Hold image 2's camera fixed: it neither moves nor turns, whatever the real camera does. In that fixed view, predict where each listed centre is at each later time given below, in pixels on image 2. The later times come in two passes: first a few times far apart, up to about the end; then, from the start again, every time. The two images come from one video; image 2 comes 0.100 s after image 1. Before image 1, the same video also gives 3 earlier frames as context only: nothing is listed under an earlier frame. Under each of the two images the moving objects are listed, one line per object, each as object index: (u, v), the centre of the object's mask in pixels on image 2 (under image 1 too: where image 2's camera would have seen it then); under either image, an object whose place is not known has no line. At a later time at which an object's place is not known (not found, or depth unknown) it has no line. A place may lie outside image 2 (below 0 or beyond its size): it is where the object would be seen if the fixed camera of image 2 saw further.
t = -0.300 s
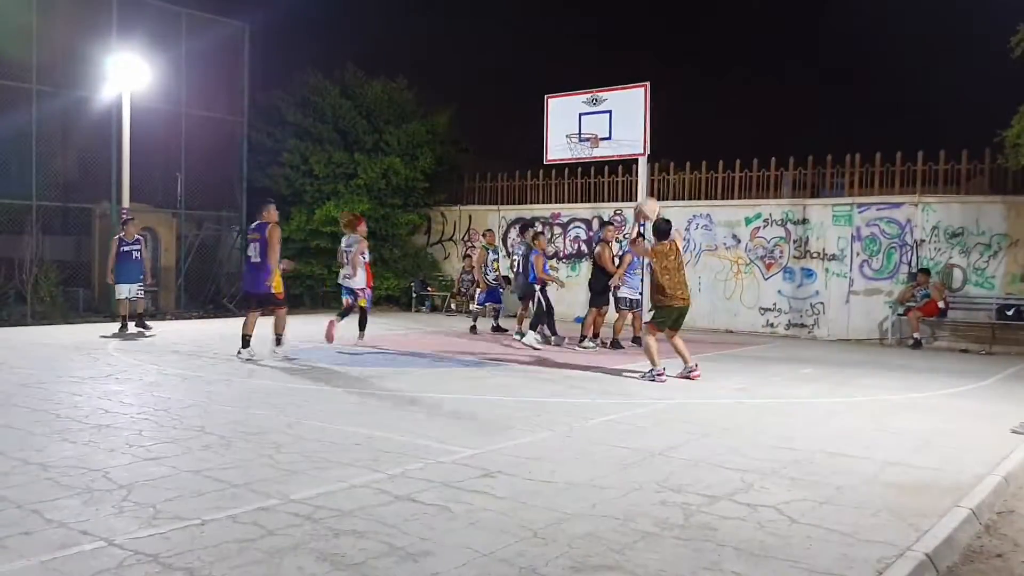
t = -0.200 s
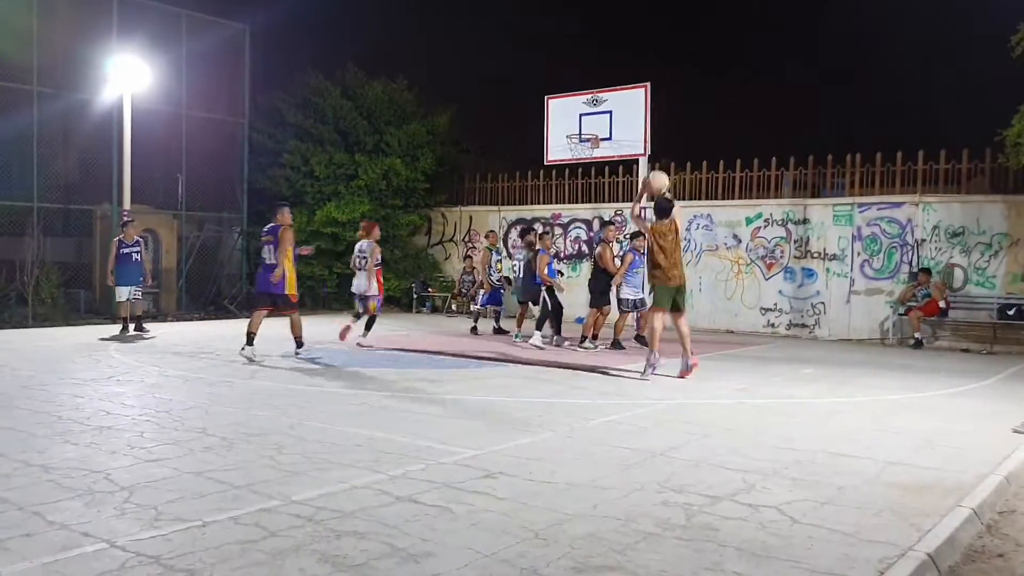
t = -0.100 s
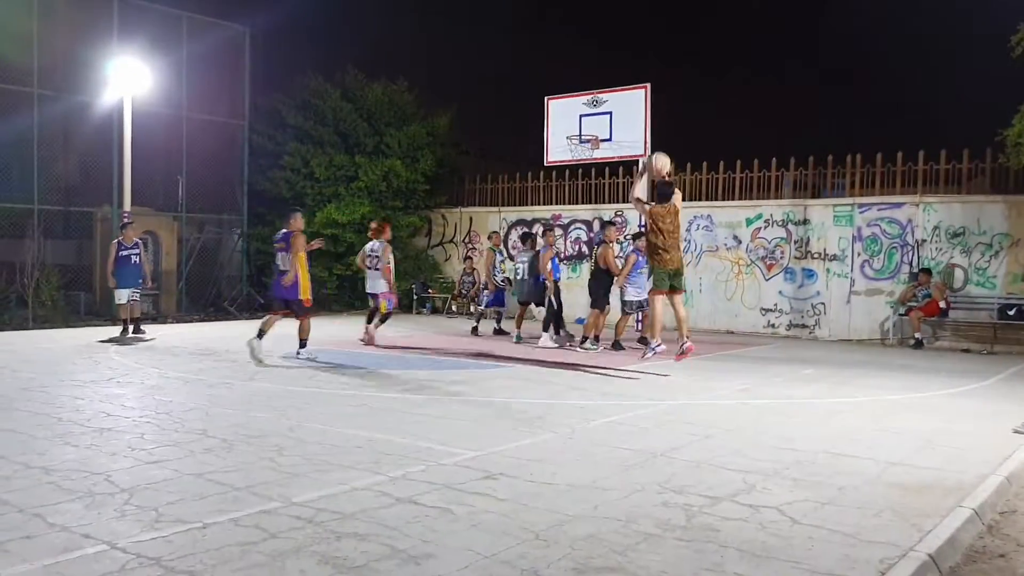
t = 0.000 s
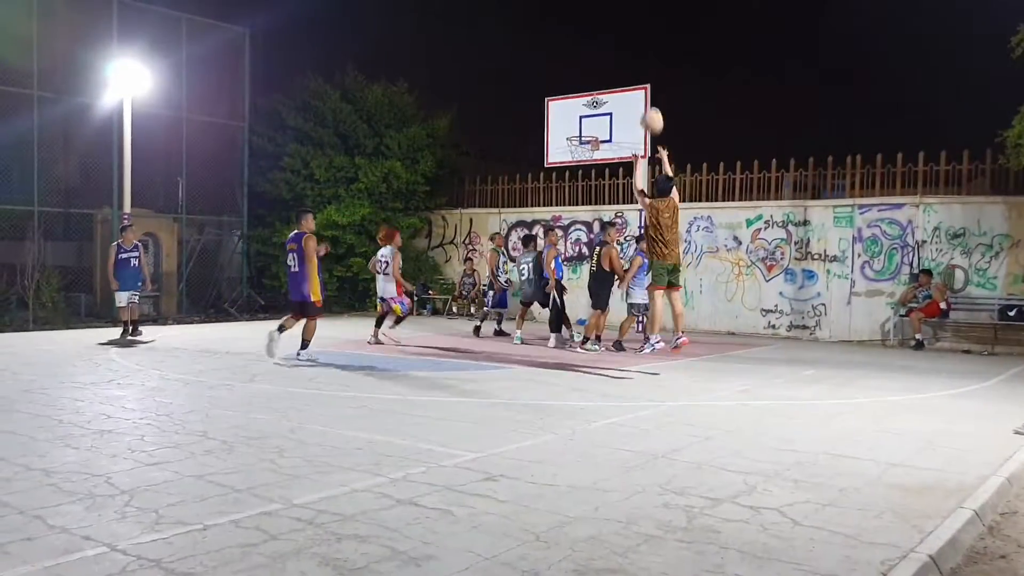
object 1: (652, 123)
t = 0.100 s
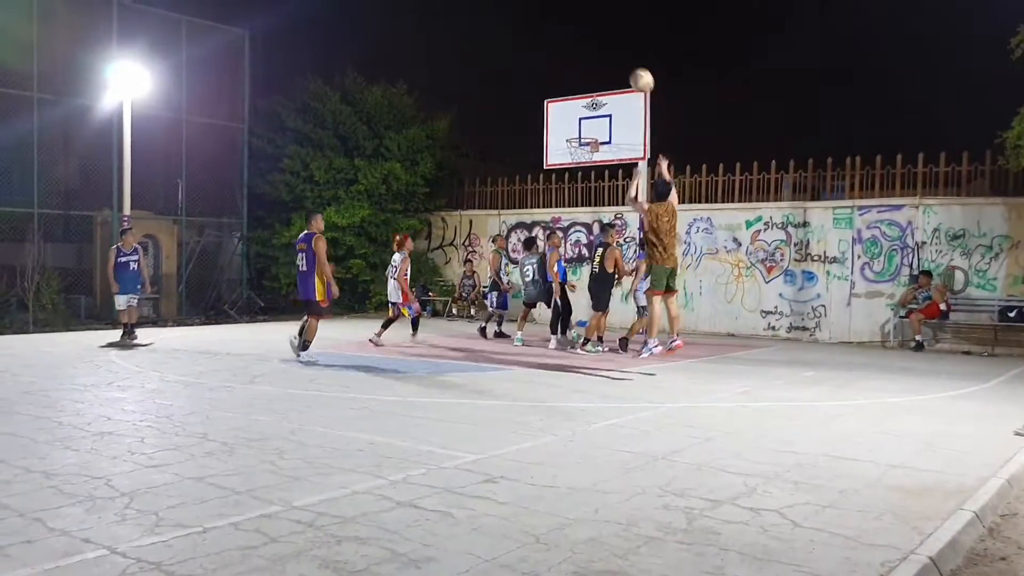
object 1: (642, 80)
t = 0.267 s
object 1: (628, 37)
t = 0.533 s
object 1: (609, 21)
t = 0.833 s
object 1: (590, 65)
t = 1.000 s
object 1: (582, 110)
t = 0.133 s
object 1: (638, 69)
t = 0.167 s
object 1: (636, 59)
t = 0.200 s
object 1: (634, 51)
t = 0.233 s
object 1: (631, 43)
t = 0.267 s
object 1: (628, 37)
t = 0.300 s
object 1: (626, 31)
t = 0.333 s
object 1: (623, 27)
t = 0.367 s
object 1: (621, 24)
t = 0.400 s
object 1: (619, 22)
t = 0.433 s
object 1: (616, 20)
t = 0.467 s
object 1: (614, 20)
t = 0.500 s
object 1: (612, 20)
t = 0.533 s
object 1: (609, 21)
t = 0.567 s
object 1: (607, 23)
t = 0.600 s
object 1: (605, 26)
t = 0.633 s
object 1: (602, 29)
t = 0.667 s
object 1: (601, 33)
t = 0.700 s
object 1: (598, 38)
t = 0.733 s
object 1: (596, 45)
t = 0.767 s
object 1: (594, 50)
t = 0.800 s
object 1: (593, 58)
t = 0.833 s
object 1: (590, 65)
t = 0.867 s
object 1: (589, 73)
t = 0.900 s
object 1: (587, 82)
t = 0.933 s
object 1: (586, 90)
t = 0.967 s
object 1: (585, 99)
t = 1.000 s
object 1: (582, 110)
